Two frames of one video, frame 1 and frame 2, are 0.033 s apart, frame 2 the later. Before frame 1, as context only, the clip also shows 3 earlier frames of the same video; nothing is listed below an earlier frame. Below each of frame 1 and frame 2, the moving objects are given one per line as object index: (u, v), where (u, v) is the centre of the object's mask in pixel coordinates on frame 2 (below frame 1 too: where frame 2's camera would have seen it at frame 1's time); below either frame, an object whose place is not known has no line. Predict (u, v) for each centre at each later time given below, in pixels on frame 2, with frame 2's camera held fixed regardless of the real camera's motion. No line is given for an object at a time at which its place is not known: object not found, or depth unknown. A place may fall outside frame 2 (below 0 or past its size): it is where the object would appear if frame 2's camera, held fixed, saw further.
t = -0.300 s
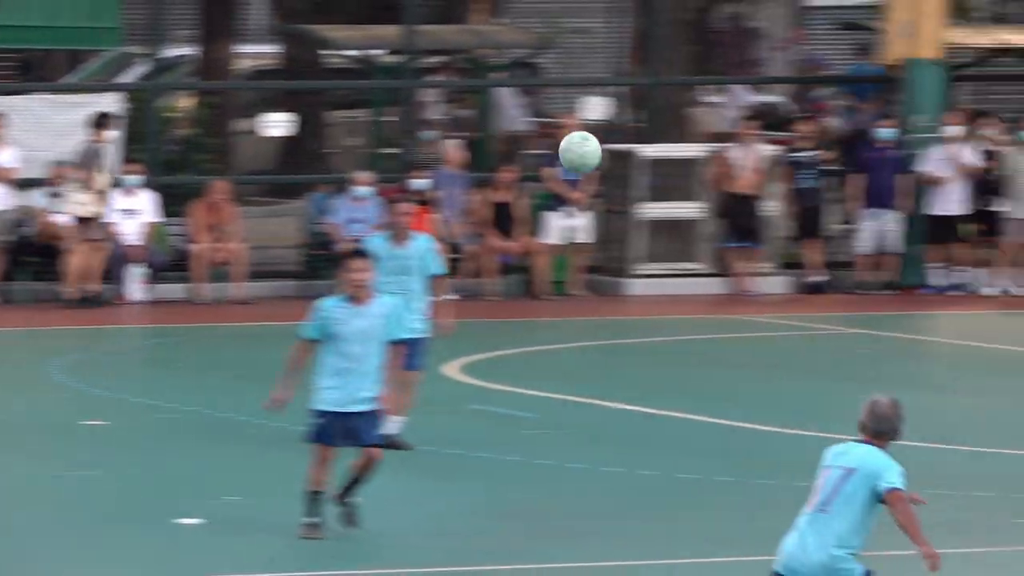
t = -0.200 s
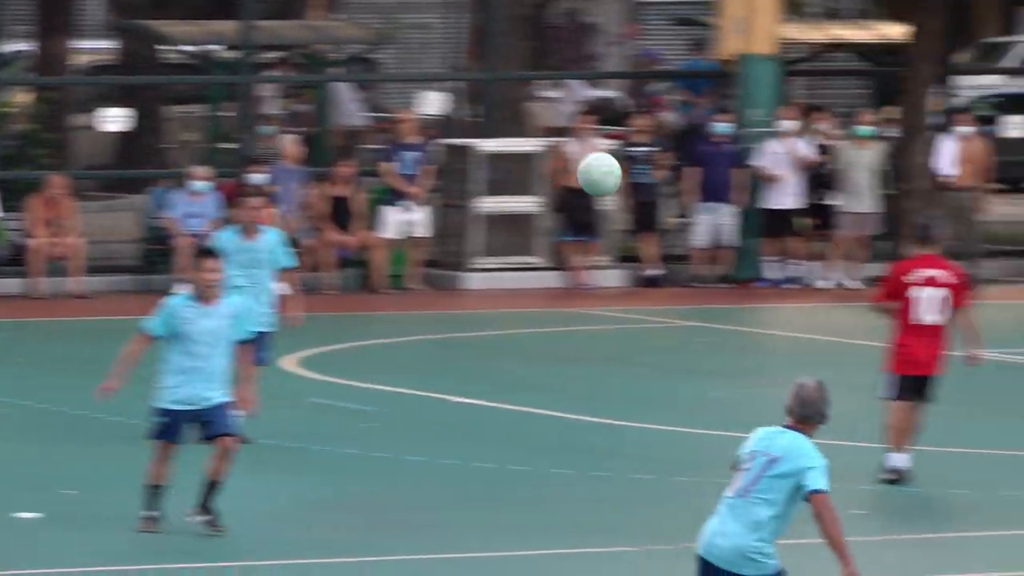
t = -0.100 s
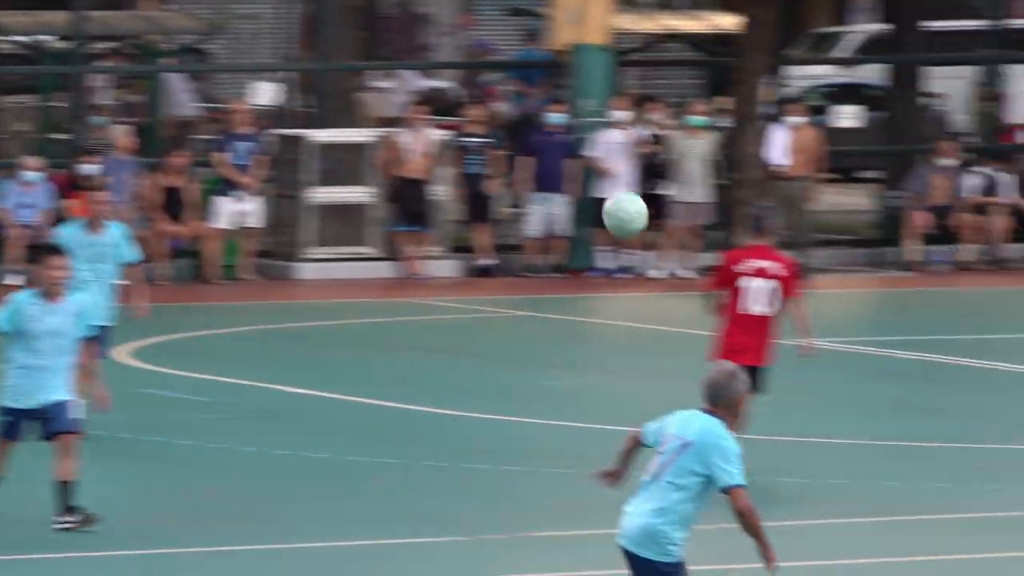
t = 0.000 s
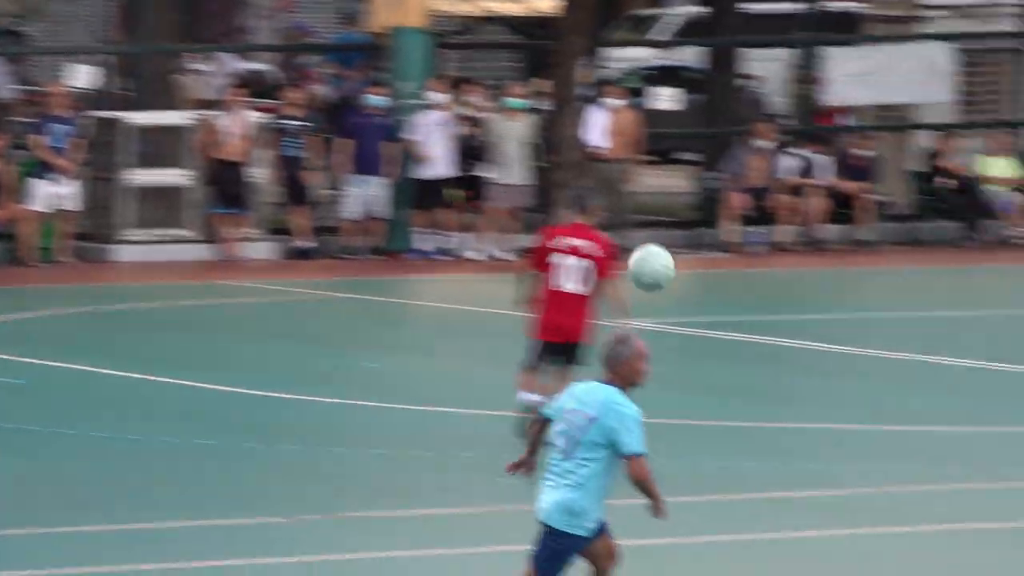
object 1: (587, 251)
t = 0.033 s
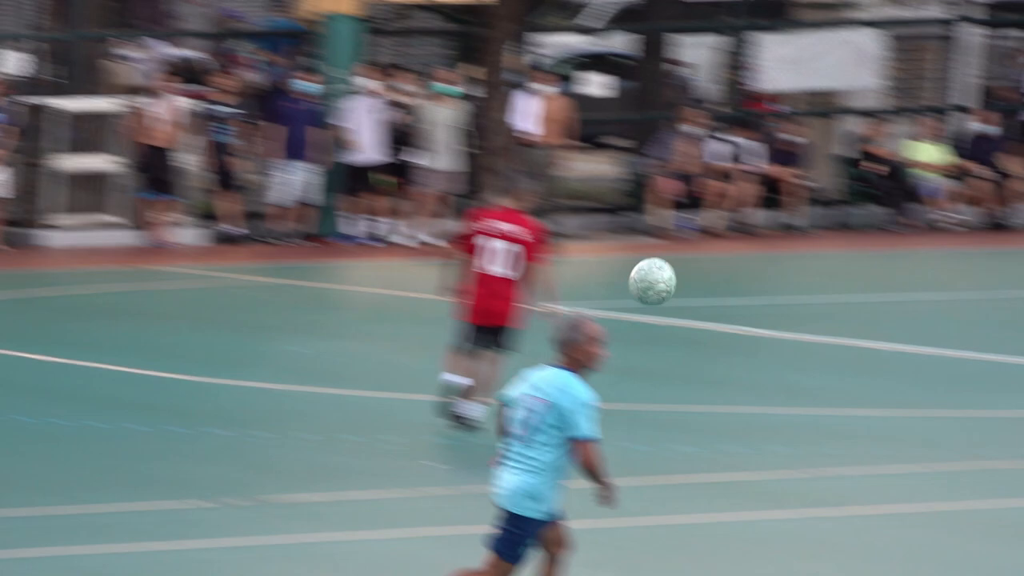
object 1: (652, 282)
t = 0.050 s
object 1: (685, 297)
